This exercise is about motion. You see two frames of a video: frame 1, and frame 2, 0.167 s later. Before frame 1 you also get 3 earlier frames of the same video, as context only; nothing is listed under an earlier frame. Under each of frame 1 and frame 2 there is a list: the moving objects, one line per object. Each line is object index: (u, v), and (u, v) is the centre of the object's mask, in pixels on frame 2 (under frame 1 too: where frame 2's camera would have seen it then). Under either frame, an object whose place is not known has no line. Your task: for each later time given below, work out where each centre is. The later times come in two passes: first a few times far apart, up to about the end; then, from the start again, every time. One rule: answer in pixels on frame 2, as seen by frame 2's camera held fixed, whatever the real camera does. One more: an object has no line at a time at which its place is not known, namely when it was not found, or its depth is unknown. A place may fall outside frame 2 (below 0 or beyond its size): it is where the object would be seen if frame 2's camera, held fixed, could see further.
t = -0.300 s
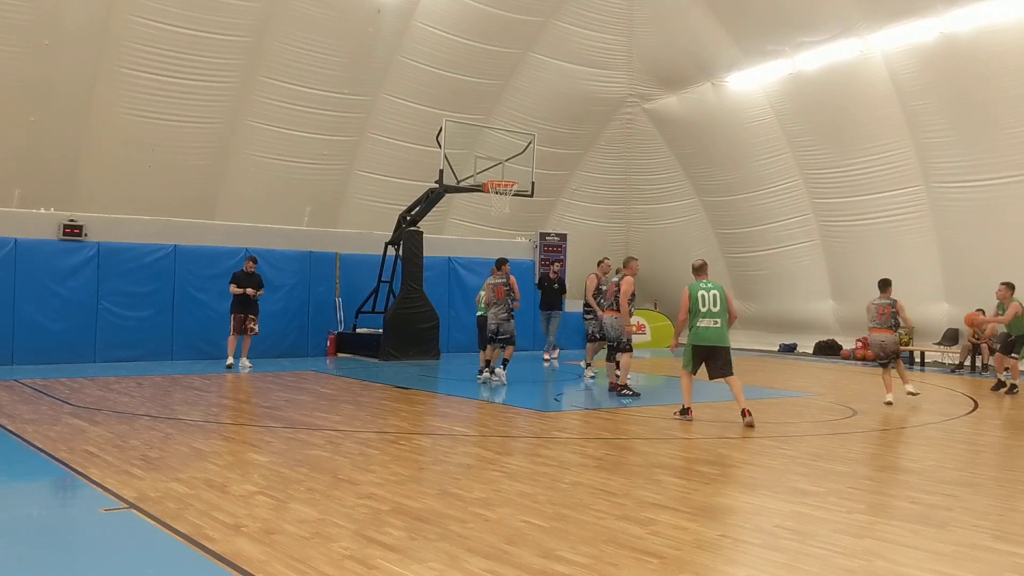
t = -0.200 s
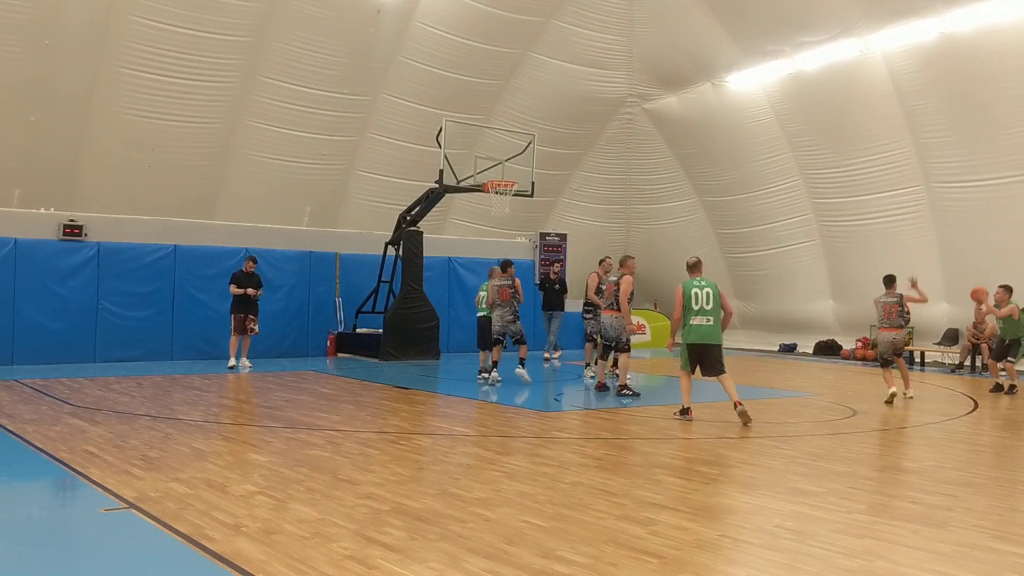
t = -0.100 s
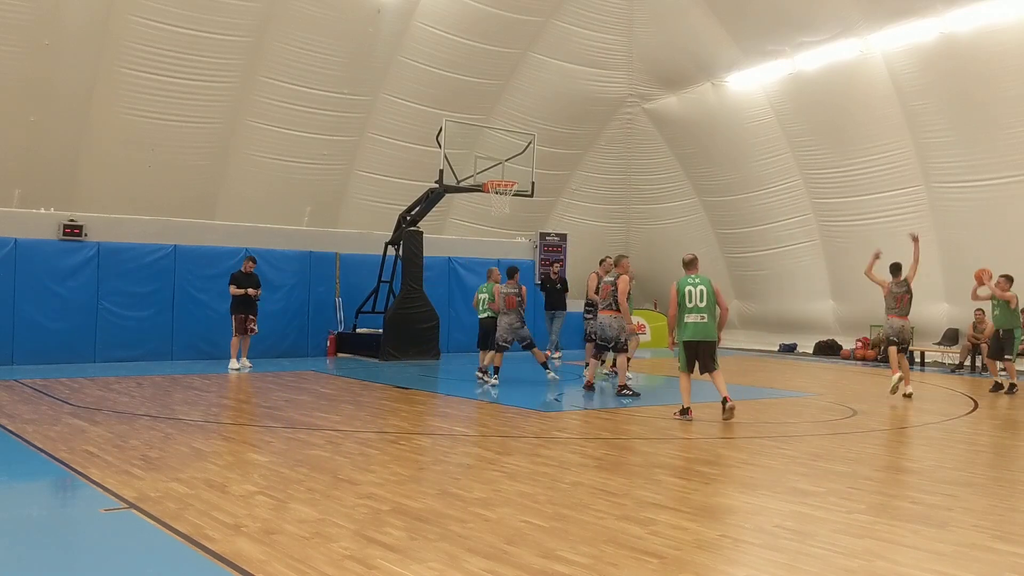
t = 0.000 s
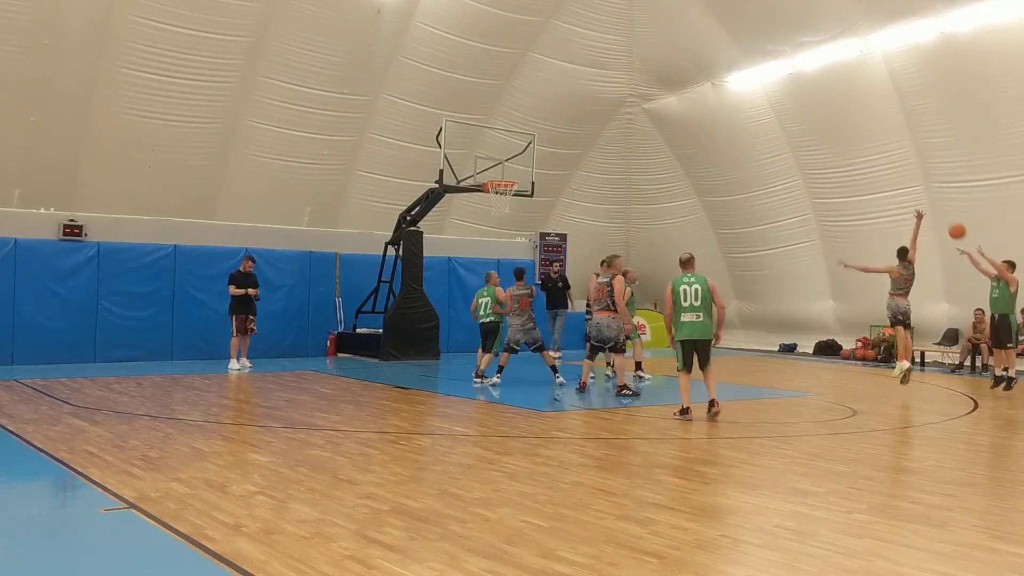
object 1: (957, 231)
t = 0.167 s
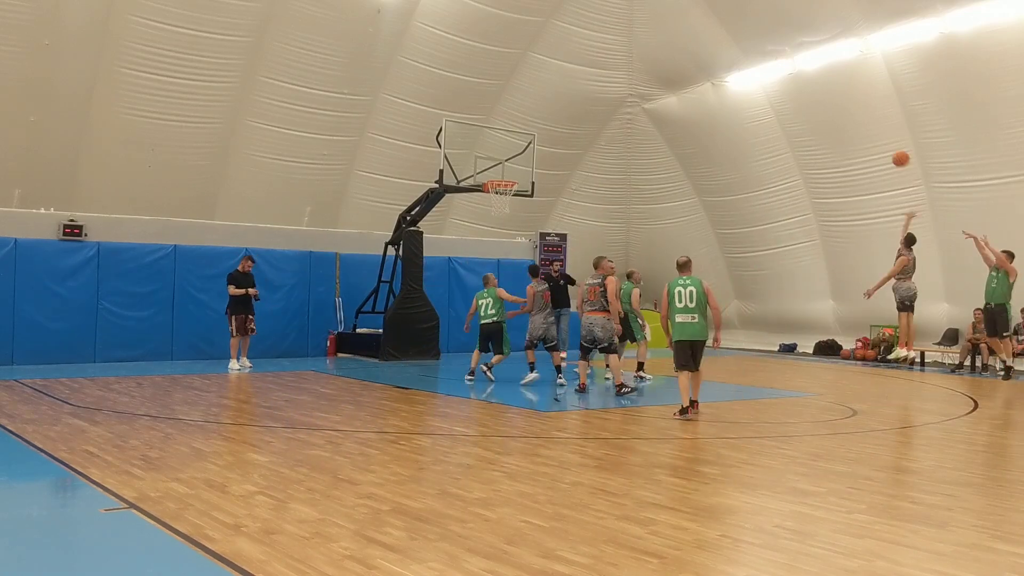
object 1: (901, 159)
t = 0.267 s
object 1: (867, 125)
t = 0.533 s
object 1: (780, 66)
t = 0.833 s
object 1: (684, 57)
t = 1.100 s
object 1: (602, 96)
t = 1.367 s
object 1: (523, 178)
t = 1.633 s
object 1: (615, 183)
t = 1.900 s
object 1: (716, 232)
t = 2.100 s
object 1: (794, 305)
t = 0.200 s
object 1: (889, 146)
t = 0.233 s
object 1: (878, 135)
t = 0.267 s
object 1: (867, 125)
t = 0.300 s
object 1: (856, 115)
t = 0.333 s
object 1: (845, 106)
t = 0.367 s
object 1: (834, 97)
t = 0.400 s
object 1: (822, 89)
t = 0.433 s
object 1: (811, 83)
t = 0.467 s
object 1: (801, 76)
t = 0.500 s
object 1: (790, 71)
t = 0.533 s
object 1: (780, 66)
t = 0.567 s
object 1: (768, 61)
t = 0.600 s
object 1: (758, 58)
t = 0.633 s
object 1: (747, 56)
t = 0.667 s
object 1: (736, 55)
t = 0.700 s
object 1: (726, 54)
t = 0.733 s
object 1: (716, 53)
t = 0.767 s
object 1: (705, 54)
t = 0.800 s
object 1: (695, 55)
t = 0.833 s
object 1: (684, 57)
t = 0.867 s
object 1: (674, 59)
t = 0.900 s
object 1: (664, 62)
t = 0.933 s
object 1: (653, 67)
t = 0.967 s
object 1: (643, 71)
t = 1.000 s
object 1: (633, 76)
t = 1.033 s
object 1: (623, 82)
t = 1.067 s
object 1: (612, 89)
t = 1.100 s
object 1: (602, 96)
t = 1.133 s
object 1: (592, 104)
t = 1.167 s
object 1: (582, 113)
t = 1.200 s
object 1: (572, 123)
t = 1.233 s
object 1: (562, 132)
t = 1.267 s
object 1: (552, 143)
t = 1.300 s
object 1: (542, 154)
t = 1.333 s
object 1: (533, 166)
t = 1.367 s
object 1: (523, 178)
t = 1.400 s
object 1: (531, 178)
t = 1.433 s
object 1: (543, 177)
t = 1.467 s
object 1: (555, 176)
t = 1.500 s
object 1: (567, 176)
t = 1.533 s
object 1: (579, 177)
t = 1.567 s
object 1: (591, 178)
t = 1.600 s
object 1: (603, 180)
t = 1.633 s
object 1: (615, 183)
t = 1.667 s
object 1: (627, 186)
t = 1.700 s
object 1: (640, 190)
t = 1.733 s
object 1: (652, 195)
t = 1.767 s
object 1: (665, 201)
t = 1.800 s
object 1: (677, 208)
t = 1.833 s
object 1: (690, 215)
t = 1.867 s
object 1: (703, 223)
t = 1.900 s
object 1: (716, 232)
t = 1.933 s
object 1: (728, 242)
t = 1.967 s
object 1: (742, 253)
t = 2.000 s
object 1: (755, 265)
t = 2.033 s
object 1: (768, 277)
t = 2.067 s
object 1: (781, 291)
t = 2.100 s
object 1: (794, 305)
